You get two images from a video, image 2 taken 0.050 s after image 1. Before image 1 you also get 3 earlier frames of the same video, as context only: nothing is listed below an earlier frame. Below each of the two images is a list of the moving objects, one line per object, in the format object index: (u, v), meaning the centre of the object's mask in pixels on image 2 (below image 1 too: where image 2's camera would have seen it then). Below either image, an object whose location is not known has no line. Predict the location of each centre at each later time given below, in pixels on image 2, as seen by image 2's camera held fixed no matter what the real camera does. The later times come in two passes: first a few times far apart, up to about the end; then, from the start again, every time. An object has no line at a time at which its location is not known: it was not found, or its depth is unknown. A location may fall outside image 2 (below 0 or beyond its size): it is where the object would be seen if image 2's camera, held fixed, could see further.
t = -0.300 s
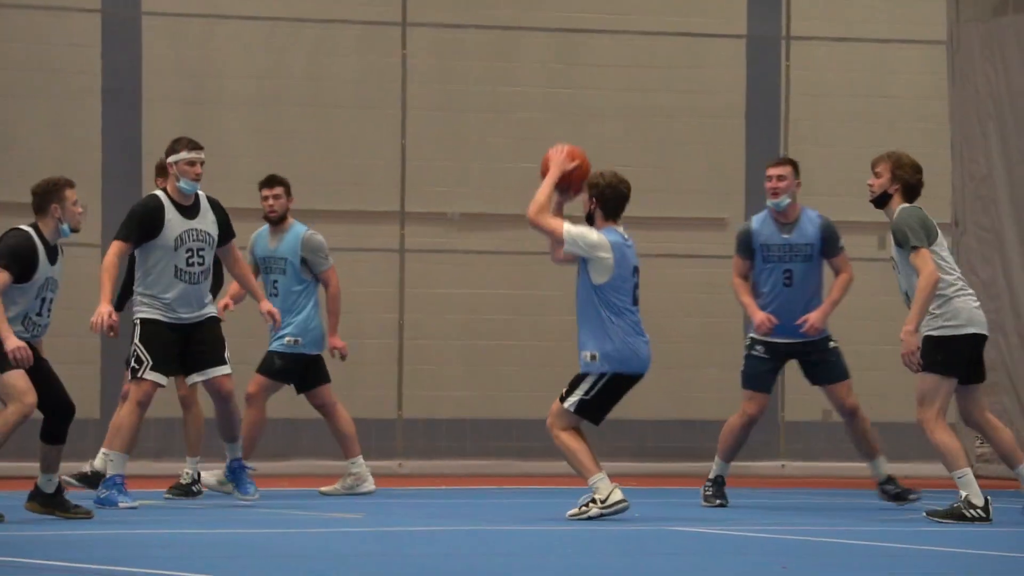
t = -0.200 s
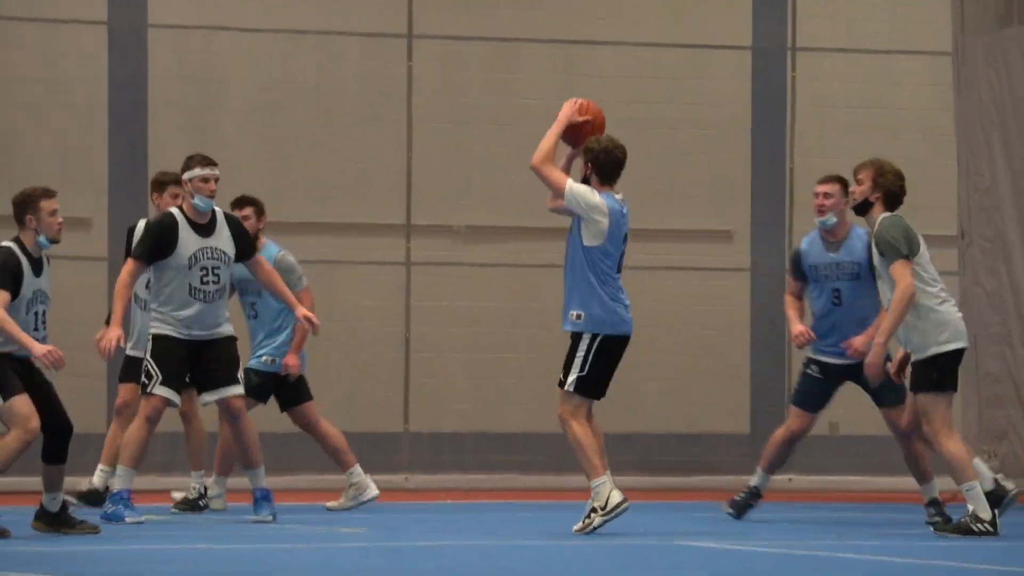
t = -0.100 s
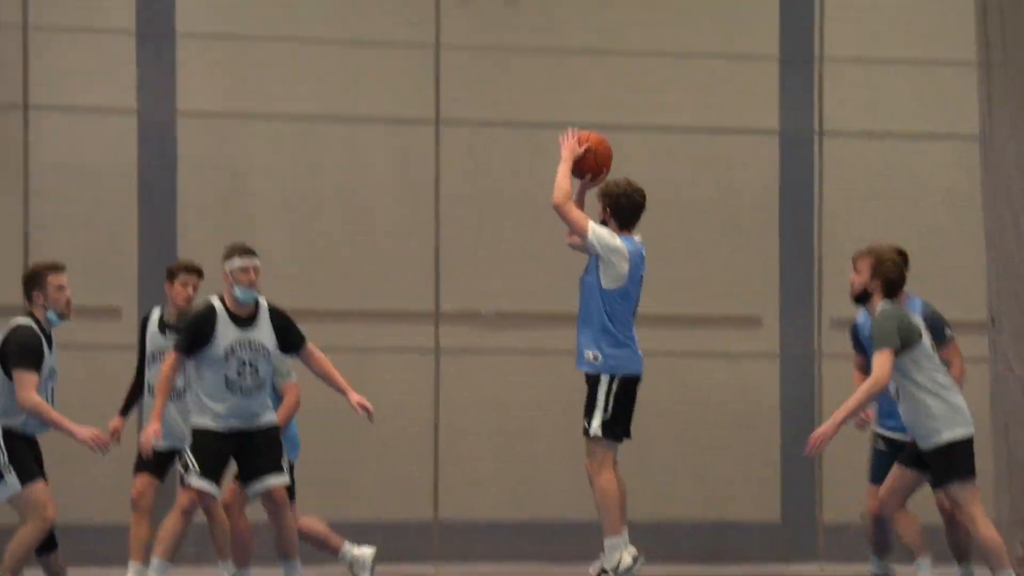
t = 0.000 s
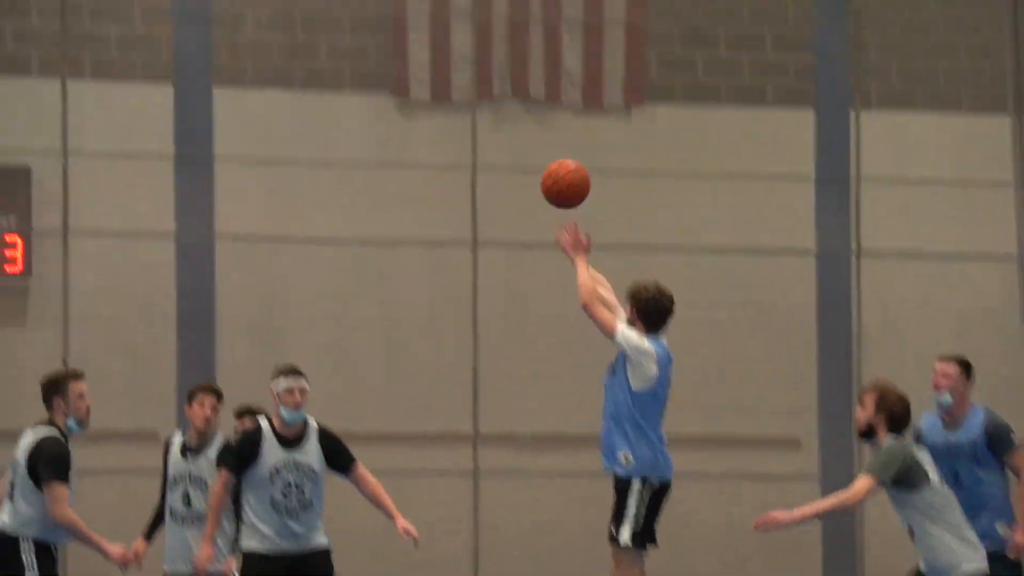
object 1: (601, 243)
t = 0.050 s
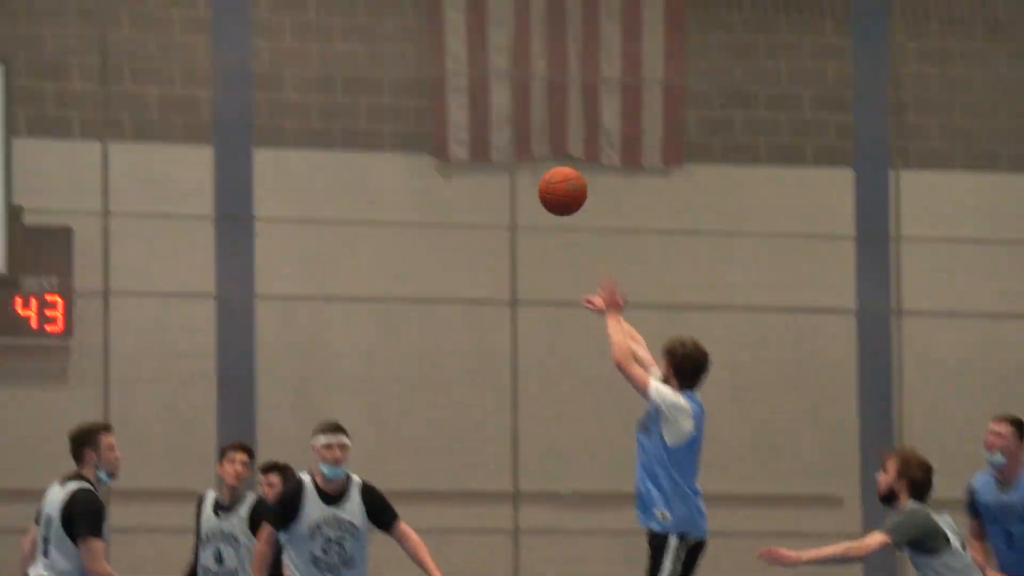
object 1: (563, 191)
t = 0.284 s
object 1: (381, 25)
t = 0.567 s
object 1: (171, -31)
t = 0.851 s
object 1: (-25, 65)
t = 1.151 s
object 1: (-154, 168)
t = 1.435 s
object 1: (-157, 158)
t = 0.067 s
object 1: (551, 176)
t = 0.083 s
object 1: (537, 161)
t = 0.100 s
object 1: (524, 146)
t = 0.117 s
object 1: (511, 132)
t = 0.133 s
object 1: (497, 119)
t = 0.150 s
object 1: (484, 106)
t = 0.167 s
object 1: (471, 94)
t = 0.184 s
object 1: (458, 82)
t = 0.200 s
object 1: (445, 71)
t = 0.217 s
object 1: (432, 61)
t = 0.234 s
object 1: (420, 51)
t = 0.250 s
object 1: (406, 42)
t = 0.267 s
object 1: (393, 33)
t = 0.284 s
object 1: (381, 25)
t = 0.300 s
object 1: (368, 18)
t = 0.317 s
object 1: (355, 10)
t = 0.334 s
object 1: (343, 4)
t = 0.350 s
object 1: (330, -1)
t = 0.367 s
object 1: (318, -7)
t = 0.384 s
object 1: (305, -12)
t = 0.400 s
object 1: (293, -16)
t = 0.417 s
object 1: (281, -20)
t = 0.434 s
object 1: (269, -24)
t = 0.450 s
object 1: (257, -27)
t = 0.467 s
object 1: (244, -29)
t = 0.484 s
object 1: (232, -30)
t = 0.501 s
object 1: (220, -31)
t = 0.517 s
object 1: (208, -32)
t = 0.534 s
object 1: (195, -32)
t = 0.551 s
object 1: (183, -32)
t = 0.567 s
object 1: (171, -31)
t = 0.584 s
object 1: (159, -29)
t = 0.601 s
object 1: (147, -28)
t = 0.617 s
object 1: (136, -25)
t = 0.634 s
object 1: (123, -22)
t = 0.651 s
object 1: (112, -19)
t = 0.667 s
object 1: (100, -14)
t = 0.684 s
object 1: (88, -10)
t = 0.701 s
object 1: (76, -5)
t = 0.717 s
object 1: (64, 1)
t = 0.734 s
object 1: (53, 7)
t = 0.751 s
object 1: (42, 14)
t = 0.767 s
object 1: (30, 21)
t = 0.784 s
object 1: (19, 29)
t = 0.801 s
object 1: (8, 37)
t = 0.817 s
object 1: (-3, 46)
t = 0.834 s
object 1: (-14, 55)
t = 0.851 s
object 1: (-25, 65)
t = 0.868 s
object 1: (-36, 75)
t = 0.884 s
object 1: (-48, 85)
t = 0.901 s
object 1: (-59, 96)
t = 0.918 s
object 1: (-69, 107)
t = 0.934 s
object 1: (-81, 119)
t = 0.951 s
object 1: (-92, 132)
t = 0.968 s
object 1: (-103, 145)
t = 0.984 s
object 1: (-114, 159)
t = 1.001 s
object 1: (-126, 173)
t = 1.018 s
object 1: (-137, 187)
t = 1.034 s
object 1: (-148, 197)
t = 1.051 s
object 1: (-153, 199)
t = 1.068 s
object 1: (-153, 196)
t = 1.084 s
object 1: (-153, 191)
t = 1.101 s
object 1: (-153, 186)
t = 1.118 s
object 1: (-154, 179)
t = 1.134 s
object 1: (-154, 174)
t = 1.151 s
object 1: (-154, 168)
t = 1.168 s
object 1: (-155, 163)
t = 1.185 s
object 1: (-154, 159)
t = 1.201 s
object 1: (-155, 155)
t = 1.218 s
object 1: (-155, 152)
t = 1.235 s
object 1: (-155, 149)
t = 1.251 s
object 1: (-155, 147)
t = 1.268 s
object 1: (-156, 145)
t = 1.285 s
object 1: (-156, 144)
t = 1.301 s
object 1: (-156, 144)
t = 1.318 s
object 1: (-156, 144)
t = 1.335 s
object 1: (-156, 144)
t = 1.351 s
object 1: (-156, 145)
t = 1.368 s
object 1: (-157, 146)
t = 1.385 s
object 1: (-157, 149)
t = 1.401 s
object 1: (-157, 151)
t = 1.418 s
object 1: (-157, 154)
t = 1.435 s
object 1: (-157, 158)
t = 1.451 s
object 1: (-157, 163)
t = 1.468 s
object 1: (-157, 168)
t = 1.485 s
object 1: (-158, 174)
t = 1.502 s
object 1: (-158, 180)
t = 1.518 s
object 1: (-158, 187)
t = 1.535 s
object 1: (-158, 194)
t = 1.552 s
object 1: (-158, 202)
